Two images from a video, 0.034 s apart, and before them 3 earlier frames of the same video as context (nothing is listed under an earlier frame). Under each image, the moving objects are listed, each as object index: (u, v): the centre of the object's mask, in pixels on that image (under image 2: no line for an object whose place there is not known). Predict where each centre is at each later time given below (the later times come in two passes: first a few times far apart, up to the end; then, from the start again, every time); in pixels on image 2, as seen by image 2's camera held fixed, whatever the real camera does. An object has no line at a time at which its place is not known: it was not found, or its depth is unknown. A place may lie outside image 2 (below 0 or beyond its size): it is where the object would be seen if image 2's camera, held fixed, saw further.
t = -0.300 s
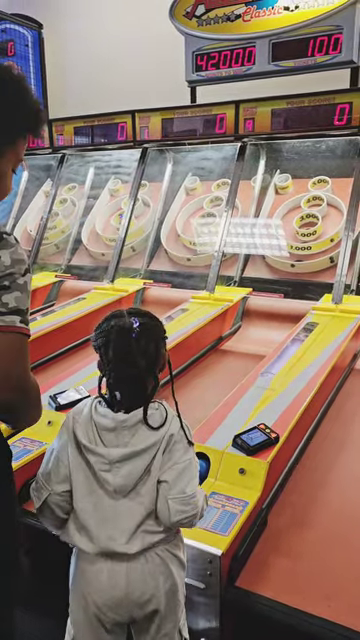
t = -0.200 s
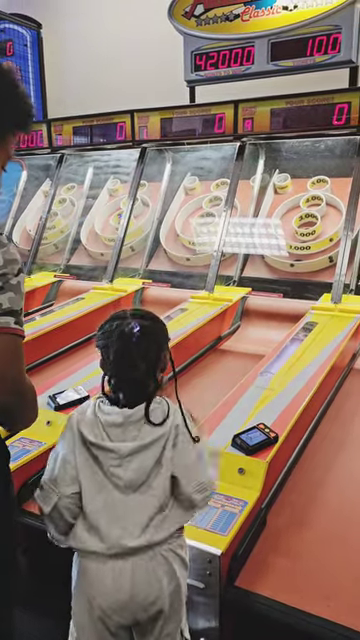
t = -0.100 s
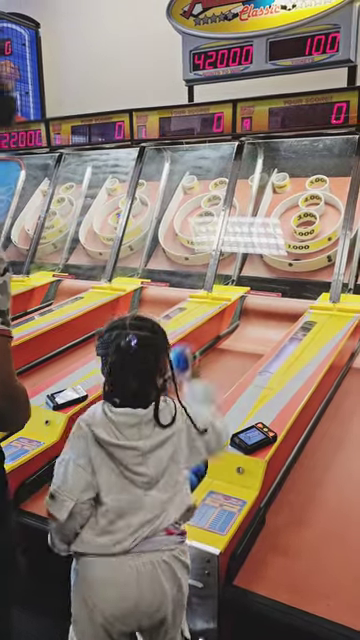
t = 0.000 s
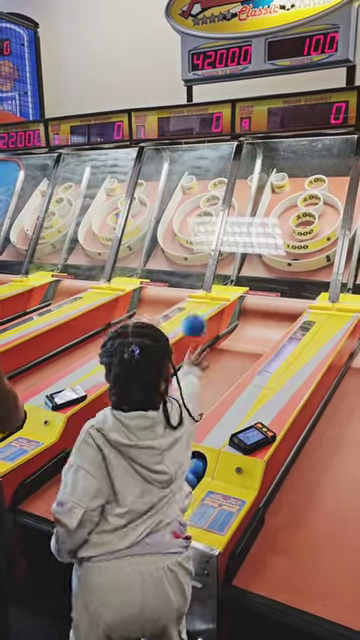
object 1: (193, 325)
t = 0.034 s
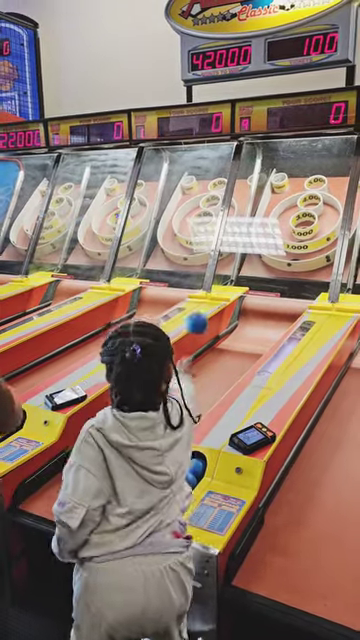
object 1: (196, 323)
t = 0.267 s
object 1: (214, 374)
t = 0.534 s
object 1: (222, 346)
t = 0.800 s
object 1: (242, 326)
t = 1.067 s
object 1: (248, 317)
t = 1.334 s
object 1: (237, 338)
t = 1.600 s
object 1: (220, 356)
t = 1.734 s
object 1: (209, 368)
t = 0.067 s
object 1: (200, 324)
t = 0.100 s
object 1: (203, 327)
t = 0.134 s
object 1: (206, 333)
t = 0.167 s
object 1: (208, 340)
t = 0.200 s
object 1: (210, 349)
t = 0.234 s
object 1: (212, 361)
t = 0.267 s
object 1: (214, 374)
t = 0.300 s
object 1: (215, 370)
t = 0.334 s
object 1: (216, 360)
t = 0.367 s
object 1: (218, 353)
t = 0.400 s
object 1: (219, 349)
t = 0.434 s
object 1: (220, 346)
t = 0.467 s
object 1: (221, 346)
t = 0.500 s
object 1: (222, 347)
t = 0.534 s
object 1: (222, 346)
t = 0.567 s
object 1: (223, 343)
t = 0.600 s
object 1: (224, 342)
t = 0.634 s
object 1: (227, 340)
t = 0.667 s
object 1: (230, 337)
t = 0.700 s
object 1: (234, 335)
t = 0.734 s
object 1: (236, 332)
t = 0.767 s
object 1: (239, 329)
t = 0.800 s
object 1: (242, 326)
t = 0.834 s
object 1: (244, 323)
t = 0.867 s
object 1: (246, 320)
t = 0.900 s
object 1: (247, 316)
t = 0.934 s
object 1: (248, 314)
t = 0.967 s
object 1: (248, 312)
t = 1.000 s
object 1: (249, 312)
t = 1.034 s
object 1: (249, 314)
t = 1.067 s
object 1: (248, 317)
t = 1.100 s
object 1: (248, 319)
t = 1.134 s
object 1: (246, 323)
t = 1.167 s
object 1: (245, 325)
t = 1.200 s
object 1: (244, 328)
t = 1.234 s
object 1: (242, 331)
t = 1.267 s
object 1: (241, 334)
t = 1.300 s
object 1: (239, 336)
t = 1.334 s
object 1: (237, 338)
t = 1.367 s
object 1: (235, 340)
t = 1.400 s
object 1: (233, 343)
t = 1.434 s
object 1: (231, 344)
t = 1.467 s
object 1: (229, 347)
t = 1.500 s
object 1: (227, 349)
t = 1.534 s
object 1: (224, 352)
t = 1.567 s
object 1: (222, 354)
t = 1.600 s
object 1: (220, 356)
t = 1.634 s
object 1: (217, 359)
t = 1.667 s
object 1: (215, 362)
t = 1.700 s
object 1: (212, 365)
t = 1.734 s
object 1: (209, 368)
